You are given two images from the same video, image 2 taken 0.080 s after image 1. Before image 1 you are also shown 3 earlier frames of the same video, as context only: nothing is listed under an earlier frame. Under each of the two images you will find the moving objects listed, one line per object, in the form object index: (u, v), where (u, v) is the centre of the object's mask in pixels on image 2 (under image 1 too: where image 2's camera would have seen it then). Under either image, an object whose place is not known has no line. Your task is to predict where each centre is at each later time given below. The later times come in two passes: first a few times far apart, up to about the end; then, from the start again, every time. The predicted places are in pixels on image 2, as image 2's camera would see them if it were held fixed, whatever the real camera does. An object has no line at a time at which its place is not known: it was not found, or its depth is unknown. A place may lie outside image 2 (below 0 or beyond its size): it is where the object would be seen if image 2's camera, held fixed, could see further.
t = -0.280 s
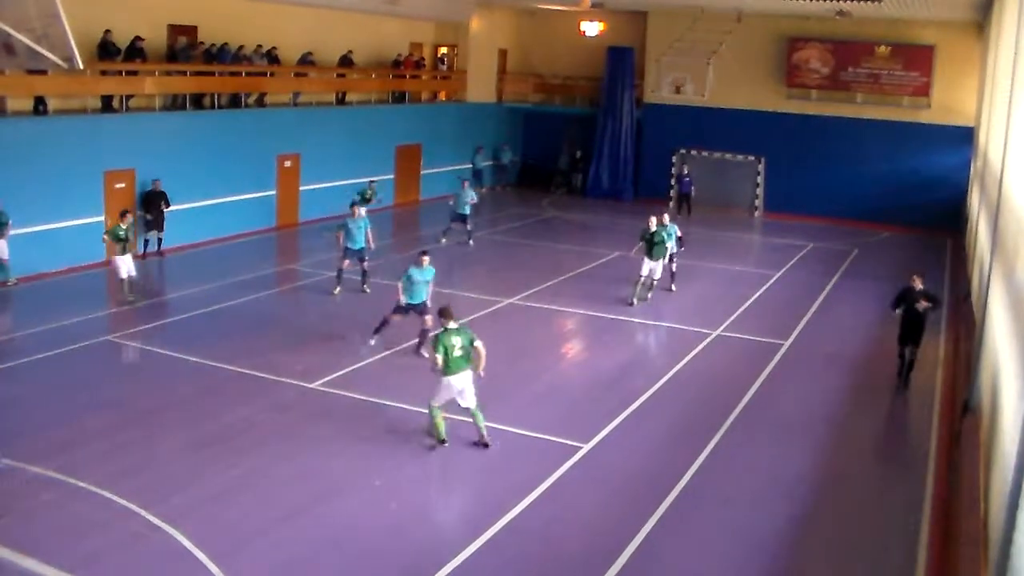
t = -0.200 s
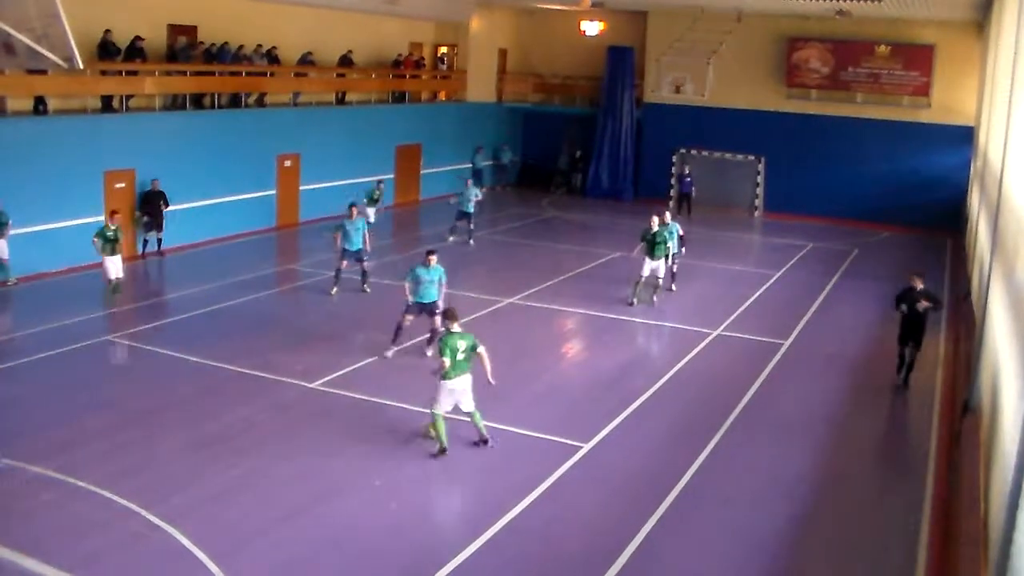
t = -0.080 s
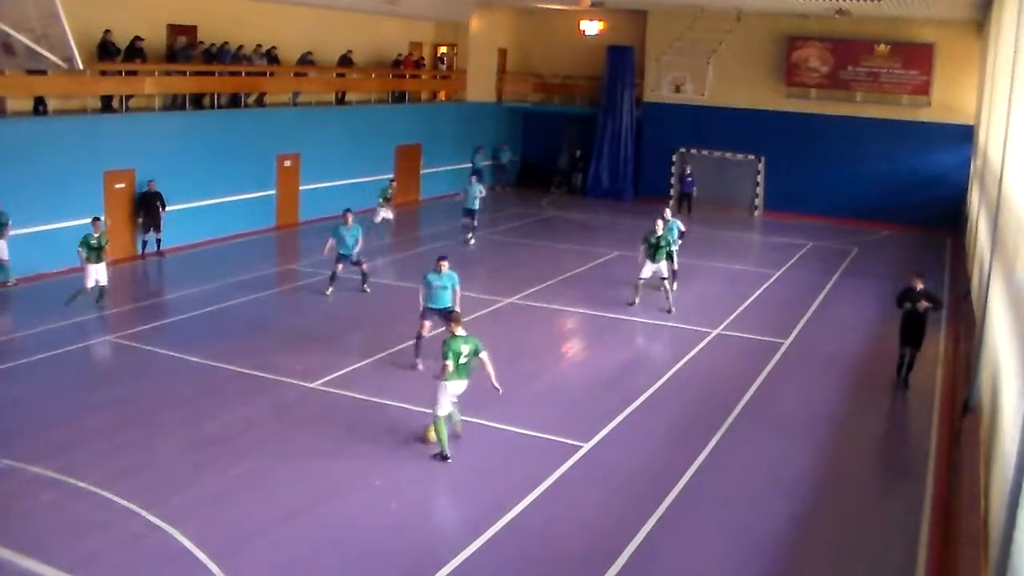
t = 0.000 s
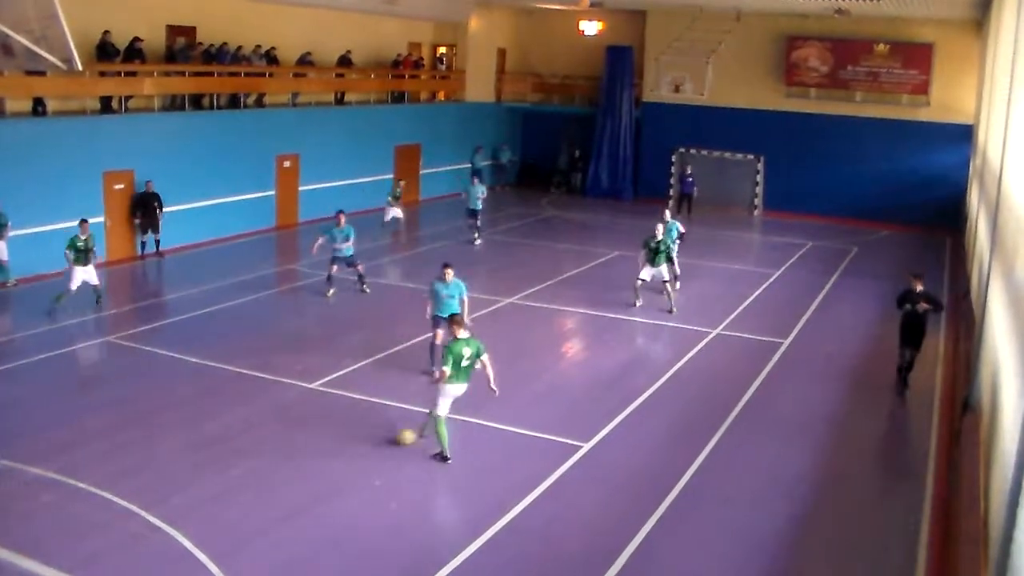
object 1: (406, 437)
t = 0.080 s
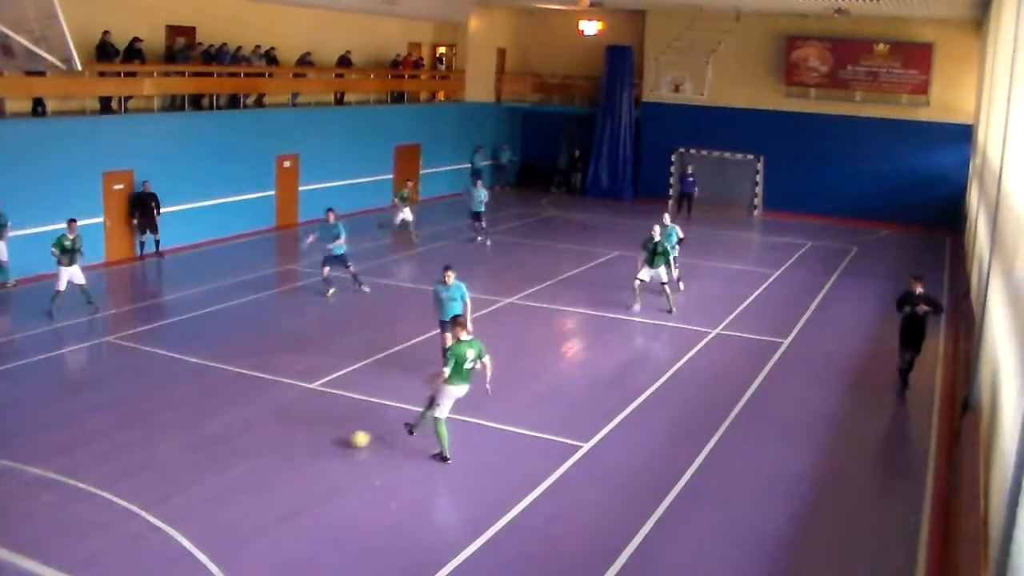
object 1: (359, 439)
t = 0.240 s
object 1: (276, 444)
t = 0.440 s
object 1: (181, 448)
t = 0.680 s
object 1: (80, 452)
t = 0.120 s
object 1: (337, 440)
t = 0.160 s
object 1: (315, 442)
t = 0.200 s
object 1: (295, 444)
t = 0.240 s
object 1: (276, 444)
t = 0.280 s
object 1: (255, 445)
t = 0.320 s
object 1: (236, 446)
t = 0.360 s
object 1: (218, 447)
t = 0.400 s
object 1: (199, 448)
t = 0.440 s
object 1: (181, 448)
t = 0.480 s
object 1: (166, 450)
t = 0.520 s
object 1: (149, 450)
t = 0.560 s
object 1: (132, 451)
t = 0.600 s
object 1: (115, 451)
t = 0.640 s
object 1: (99, 451)
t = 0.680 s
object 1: (80, 452)
